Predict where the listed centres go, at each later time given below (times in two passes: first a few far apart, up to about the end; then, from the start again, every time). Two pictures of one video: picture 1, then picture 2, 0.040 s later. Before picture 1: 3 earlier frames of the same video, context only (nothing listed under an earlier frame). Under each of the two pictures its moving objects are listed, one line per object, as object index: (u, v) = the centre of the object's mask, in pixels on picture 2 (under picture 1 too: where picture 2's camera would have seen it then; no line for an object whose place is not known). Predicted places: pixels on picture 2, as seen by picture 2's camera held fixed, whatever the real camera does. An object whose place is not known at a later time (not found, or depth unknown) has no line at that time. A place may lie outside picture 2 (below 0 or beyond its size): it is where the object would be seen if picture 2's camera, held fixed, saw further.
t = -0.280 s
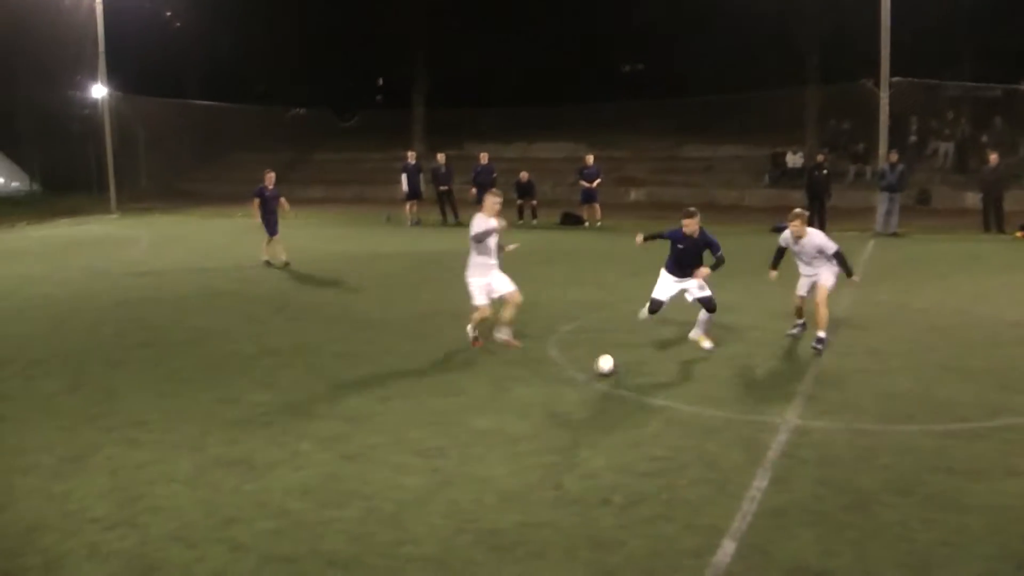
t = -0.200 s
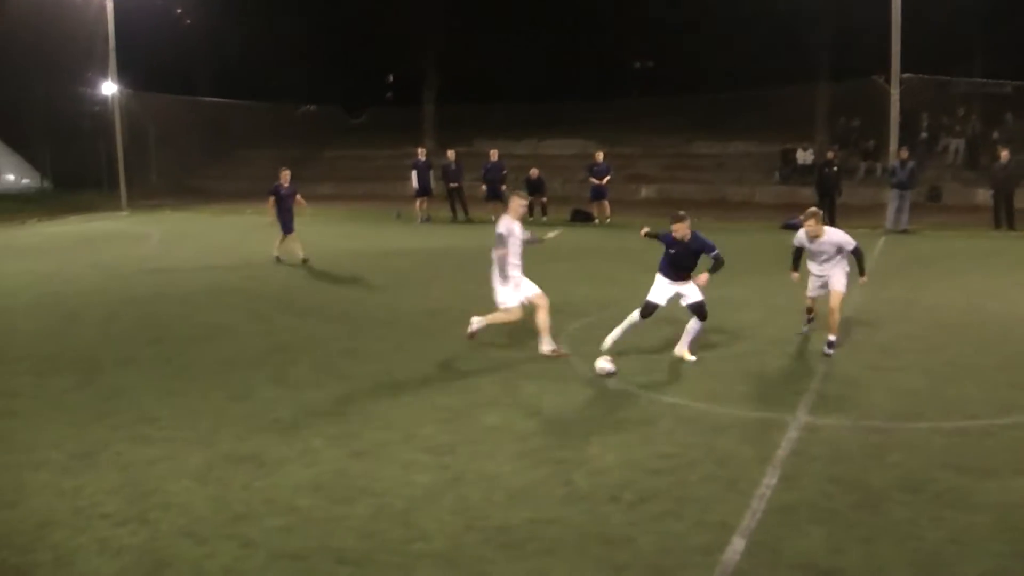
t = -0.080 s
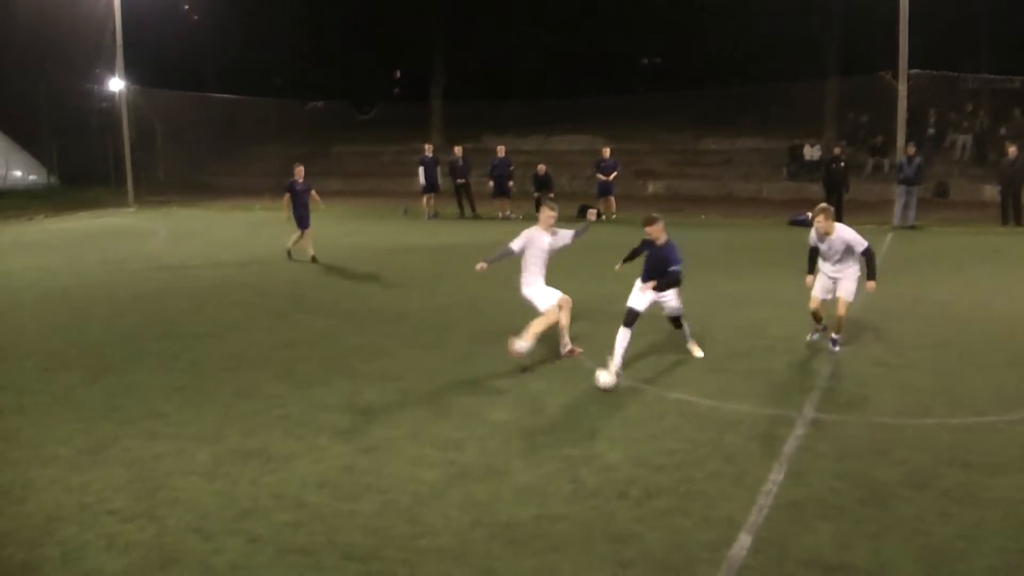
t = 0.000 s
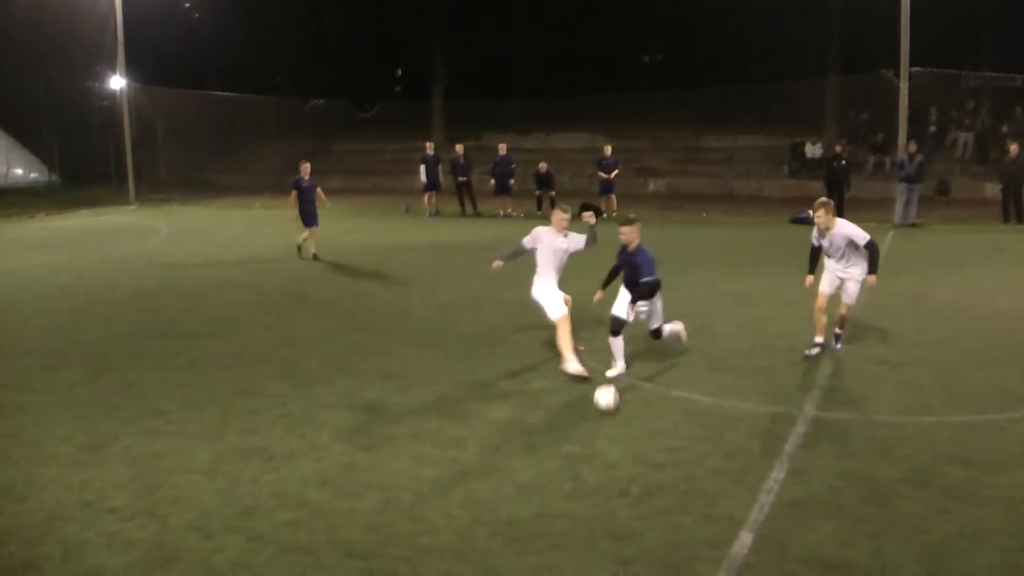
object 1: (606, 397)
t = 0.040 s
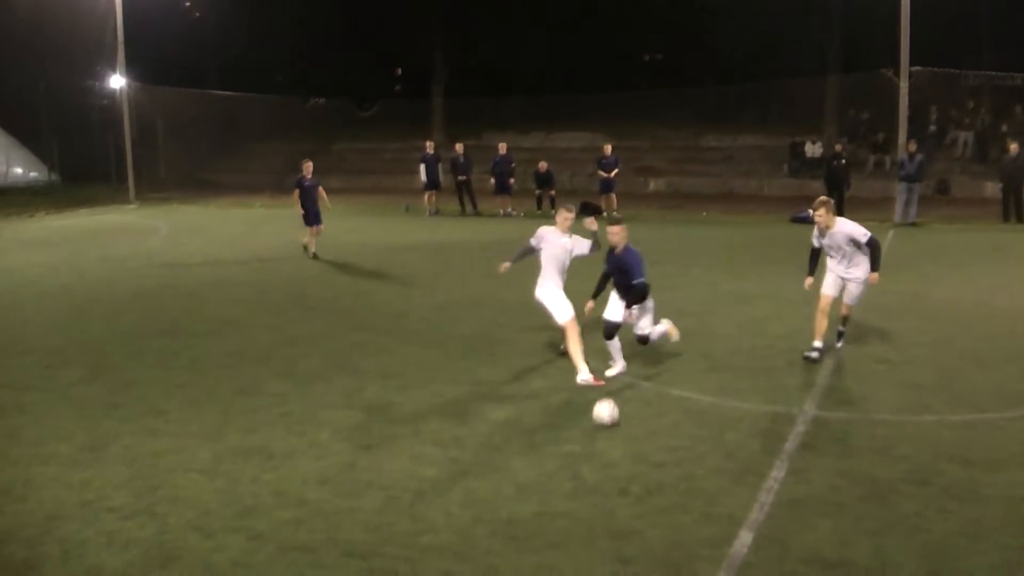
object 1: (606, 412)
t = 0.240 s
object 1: (599, 484)
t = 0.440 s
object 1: (587, 573)
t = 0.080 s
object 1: (604, 425)
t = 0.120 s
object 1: (601, 437)
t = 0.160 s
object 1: (602, 453)
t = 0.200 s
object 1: (600, 469)
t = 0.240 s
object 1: (599, 484)
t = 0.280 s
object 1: (597, 500)
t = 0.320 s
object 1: (594, 518)
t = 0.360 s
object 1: (593, 533)
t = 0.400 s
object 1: (590, 550)
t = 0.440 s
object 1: (587, 573)
